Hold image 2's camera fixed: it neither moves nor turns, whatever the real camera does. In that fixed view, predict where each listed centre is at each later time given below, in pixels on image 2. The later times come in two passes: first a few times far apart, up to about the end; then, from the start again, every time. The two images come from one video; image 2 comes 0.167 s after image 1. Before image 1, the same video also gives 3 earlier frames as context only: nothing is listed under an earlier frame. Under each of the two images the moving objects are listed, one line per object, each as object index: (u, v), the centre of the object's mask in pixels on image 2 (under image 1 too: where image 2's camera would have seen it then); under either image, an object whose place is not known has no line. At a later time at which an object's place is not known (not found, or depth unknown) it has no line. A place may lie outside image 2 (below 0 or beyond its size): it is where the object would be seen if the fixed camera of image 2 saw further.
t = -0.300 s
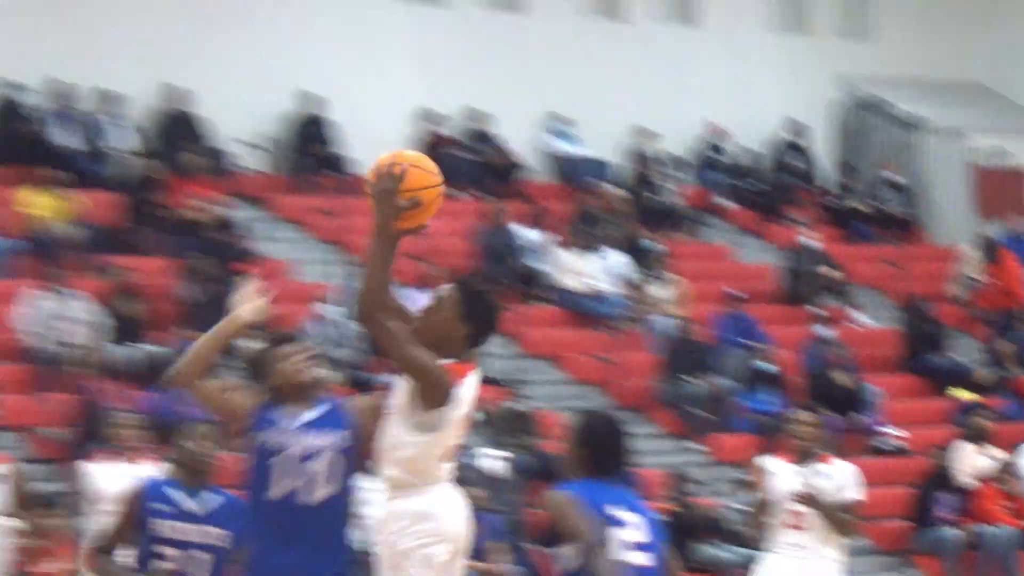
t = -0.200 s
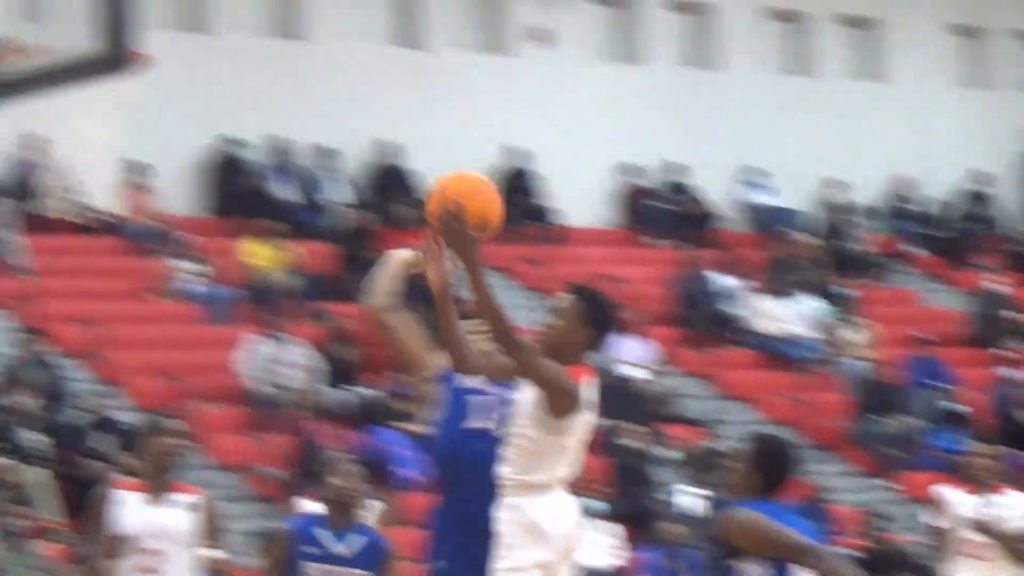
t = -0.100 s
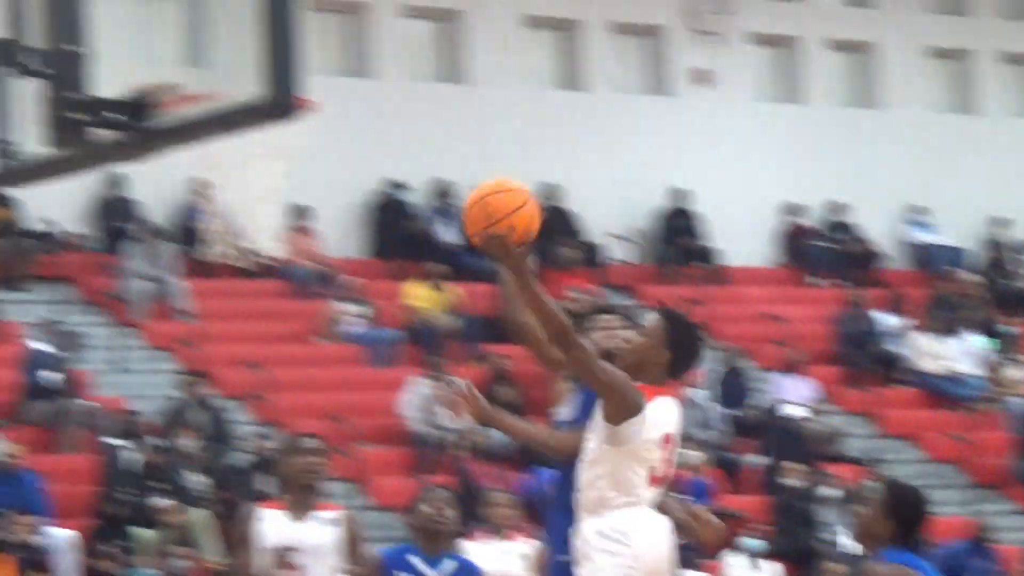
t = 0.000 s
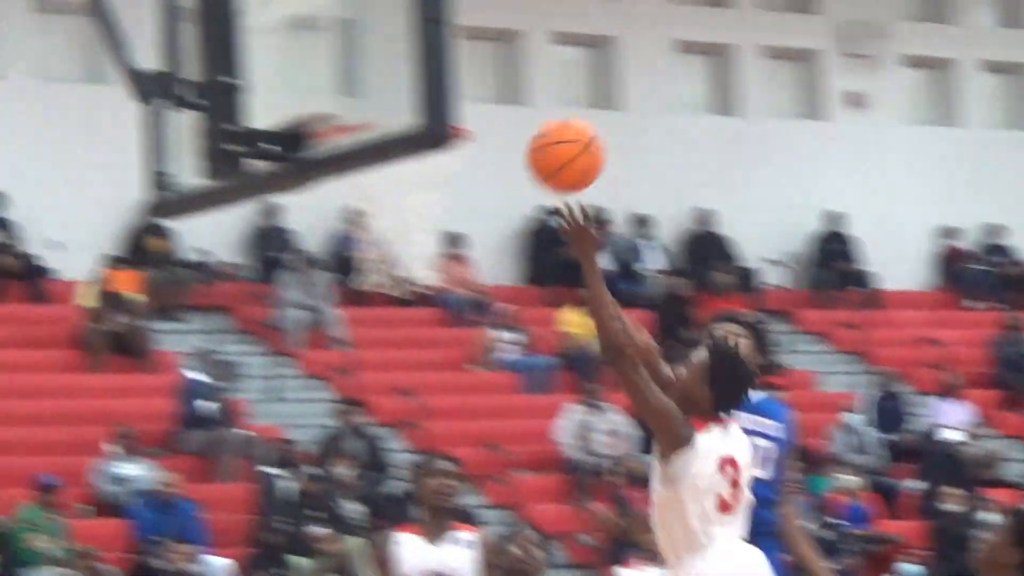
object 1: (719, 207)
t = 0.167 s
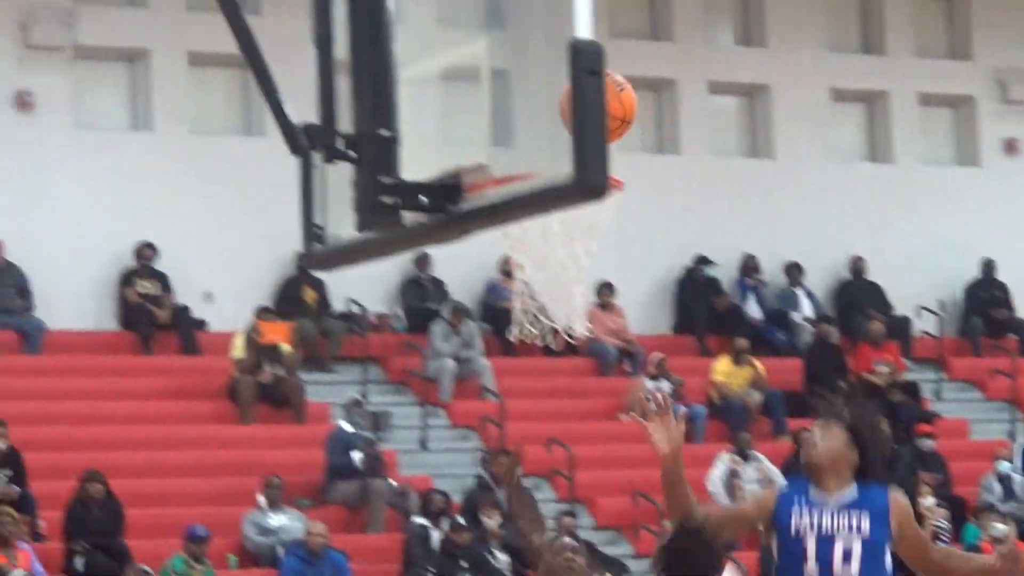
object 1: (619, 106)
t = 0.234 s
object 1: (545, 92)
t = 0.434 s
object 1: (523, 101)
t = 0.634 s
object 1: (546, 163)
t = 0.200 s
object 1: (556, 99)
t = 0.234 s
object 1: (545, 92)
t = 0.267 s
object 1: (530, 89)
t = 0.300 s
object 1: (516, 90)
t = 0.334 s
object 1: (516, 89)
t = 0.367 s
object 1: (518, 90)
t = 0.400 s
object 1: (520, 94)
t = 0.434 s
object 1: (523, 101)
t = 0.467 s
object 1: (526, 112)
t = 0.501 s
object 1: (529, 125)
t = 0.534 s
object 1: (534, 140)
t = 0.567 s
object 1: (536, 152)
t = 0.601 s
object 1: (540, 161)
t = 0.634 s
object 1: (546, 163)
